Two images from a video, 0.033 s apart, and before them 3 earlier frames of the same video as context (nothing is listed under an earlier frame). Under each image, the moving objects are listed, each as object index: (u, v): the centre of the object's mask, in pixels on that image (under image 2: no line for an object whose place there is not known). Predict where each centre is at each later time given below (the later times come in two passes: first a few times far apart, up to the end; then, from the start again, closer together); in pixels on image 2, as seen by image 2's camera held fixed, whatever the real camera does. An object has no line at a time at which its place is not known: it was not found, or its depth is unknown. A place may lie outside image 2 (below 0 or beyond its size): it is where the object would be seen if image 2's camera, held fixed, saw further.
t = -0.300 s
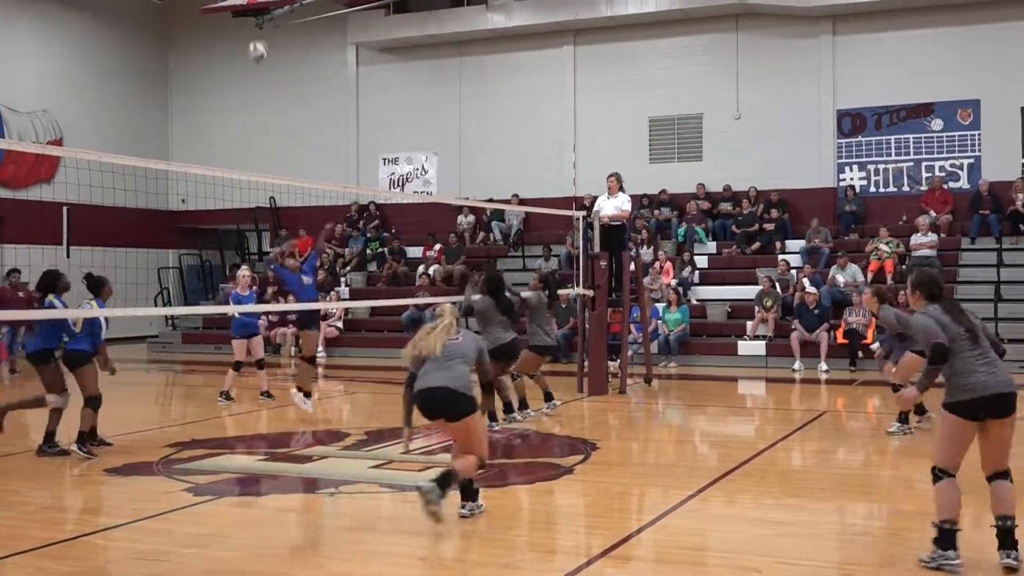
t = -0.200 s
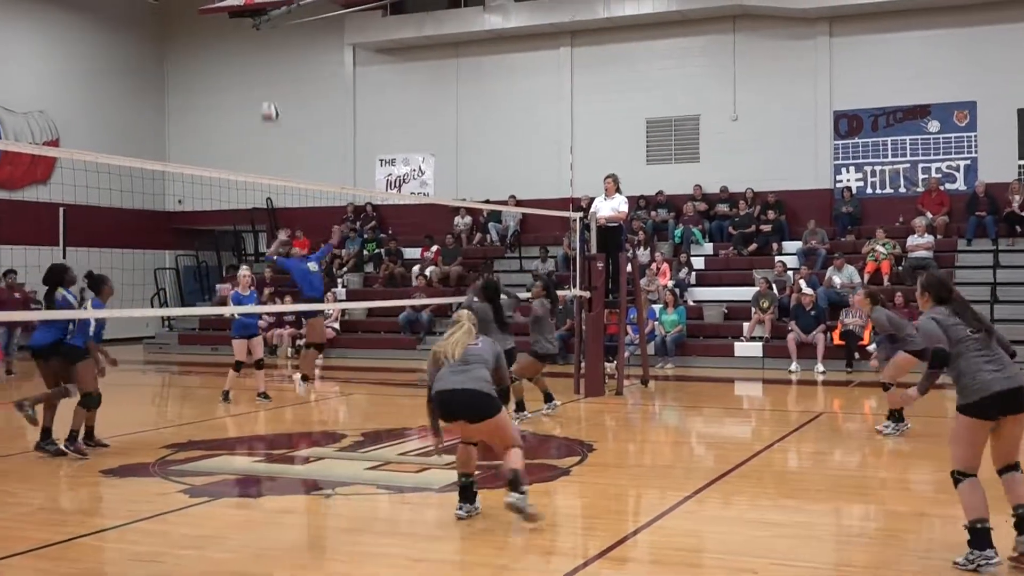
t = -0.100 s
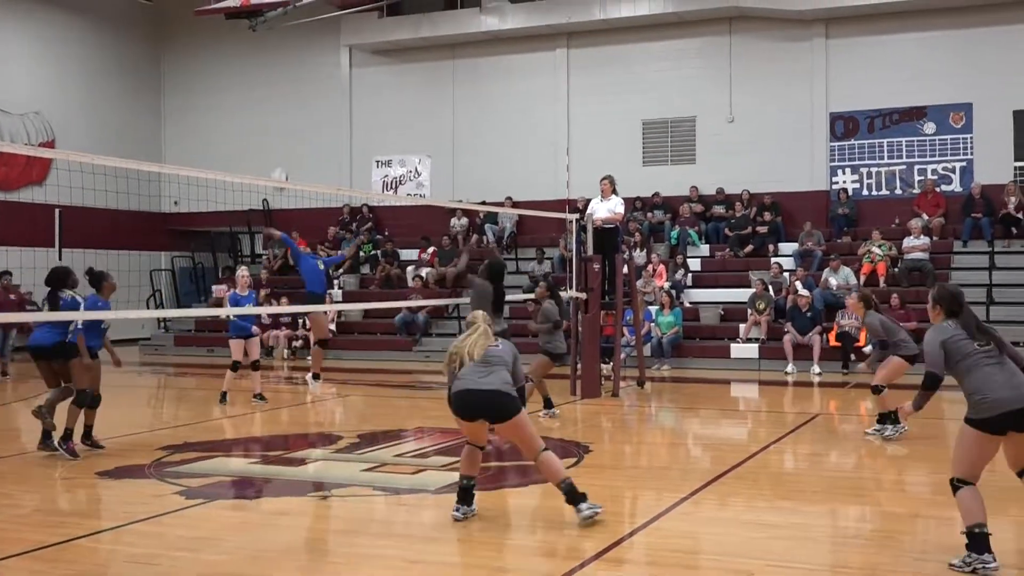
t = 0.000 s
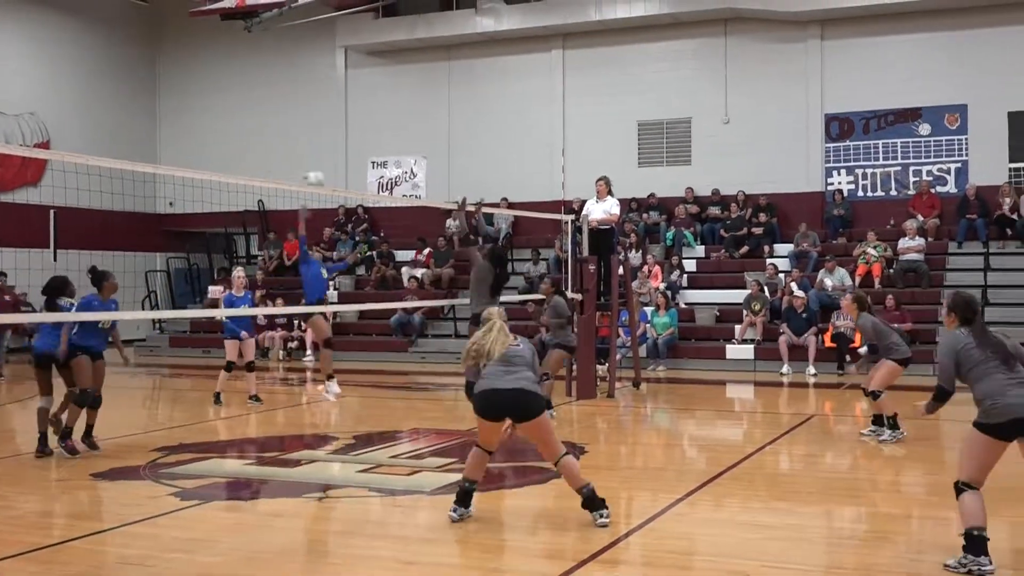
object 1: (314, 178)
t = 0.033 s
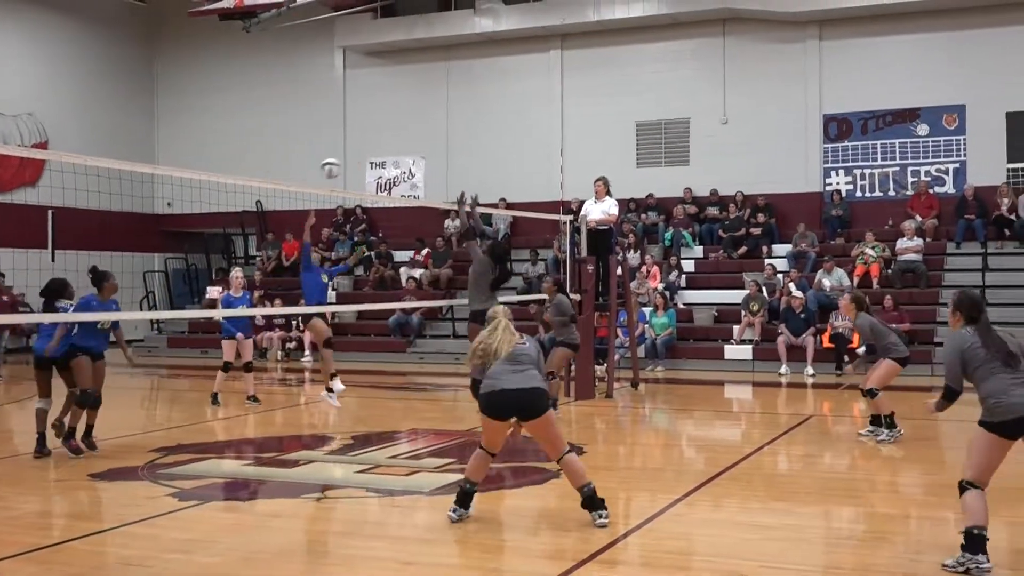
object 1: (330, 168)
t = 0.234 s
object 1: (453, 106)
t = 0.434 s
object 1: (612, 81)
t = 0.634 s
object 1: (814, 114)
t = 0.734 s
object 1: (935, 162)
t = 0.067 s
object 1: (350, 154)
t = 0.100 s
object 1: (368, 143)
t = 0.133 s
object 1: (389, 132)
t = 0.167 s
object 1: (410, 122)
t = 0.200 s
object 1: (431, 113)
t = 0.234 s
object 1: (453, 106)
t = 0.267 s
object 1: (477, 98)
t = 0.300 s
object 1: (502, 92)
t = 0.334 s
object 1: (527, 87)
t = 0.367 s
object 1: (555, 84)
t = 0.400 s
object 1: (584, 82)
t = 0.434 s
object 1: (612, 81)
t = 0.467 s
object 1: (641, 81)
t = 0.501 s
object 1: (671, 84)
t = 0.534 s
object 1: (705, 88)
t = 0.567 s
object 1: (740, 95)
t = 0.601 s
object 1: (776, 103)
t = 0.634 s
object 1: (814, 114)
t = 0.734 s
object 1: (935, 162)
